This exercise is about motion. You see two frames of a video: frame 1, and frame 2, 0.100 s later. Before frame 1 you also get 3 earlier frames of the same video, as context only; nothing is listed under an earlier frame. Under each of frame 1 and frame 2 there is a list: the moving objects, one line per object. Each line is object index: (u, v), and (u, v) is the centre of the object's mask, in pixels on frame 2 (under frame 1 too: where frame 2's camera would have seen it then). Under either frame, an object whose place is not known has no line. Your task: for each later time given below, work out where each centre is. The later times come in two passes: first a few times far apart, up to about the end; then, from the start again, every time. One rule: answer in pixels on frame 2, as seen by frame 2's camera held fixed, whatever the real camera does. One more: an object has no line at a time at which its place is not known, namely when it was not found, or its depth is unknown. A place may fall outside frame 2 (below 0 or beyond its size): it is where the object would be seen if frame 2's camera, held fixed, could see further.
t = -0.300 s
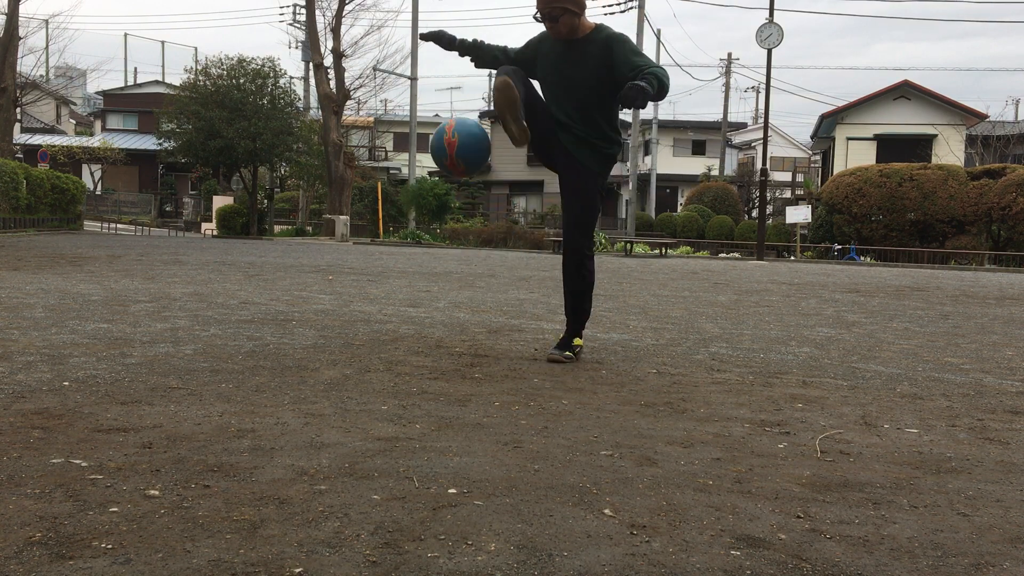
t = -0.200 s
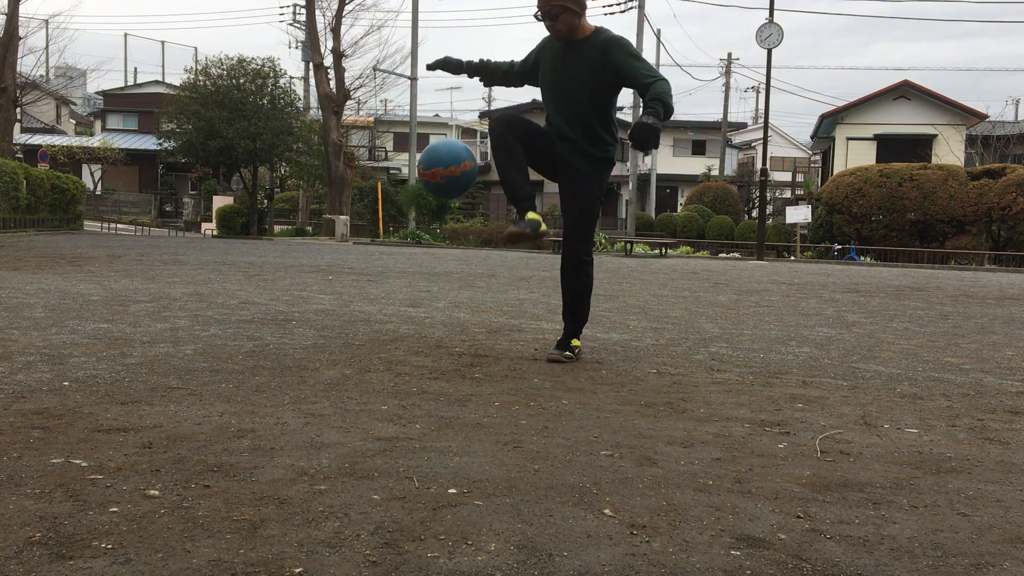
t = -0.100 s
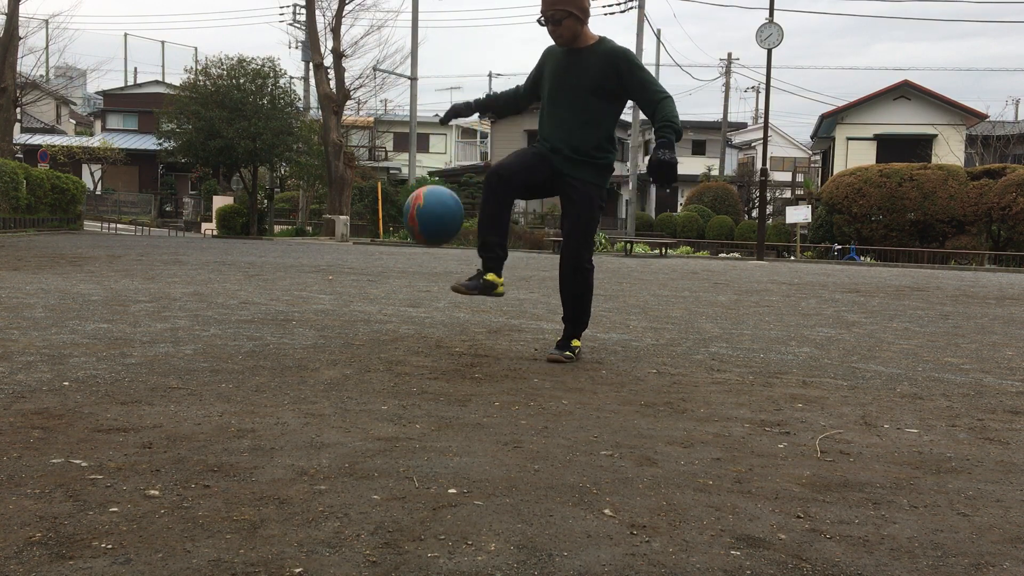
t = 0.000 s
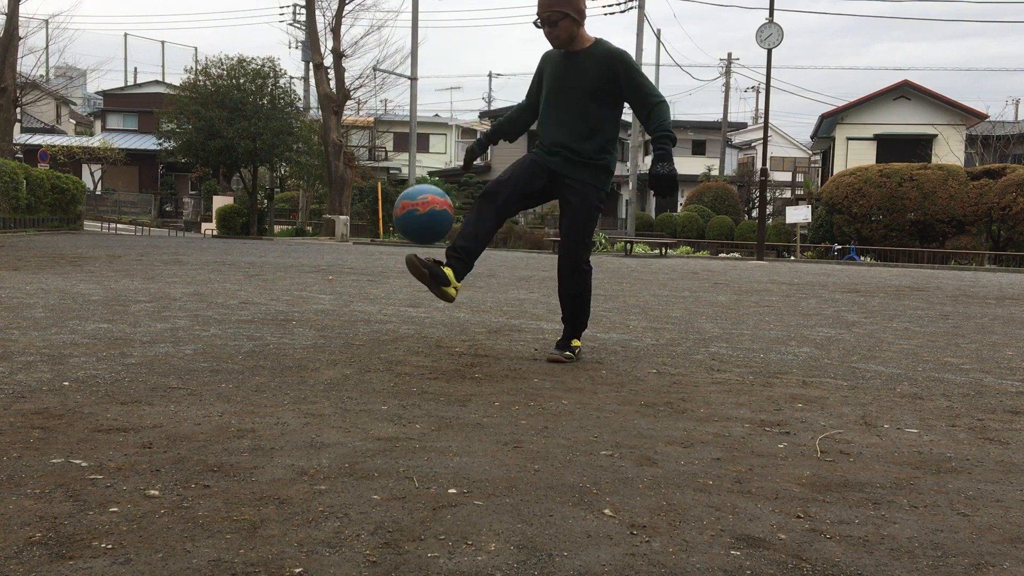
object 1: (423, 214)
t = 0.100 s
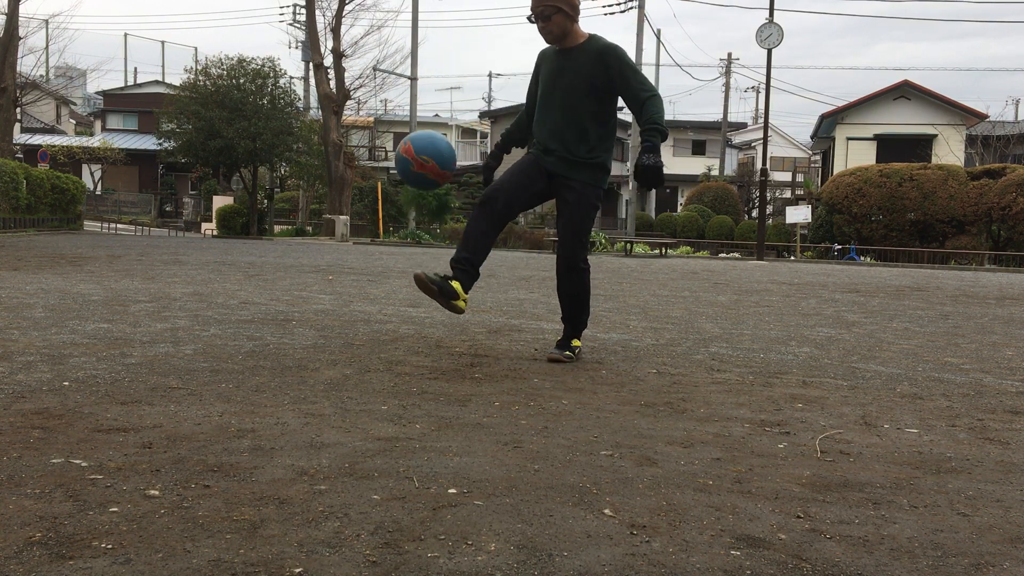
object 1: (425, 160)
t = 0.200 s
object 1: (427, 132)
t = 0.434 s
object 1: (426, 168)
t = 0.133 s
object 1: (426, 148)
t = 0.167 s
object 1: (426, 139)
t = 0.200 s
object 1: (427, 132)
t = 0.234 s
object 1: (427, 128)
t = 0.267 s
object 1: (427, 128)
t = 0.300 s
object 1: (427, 130)
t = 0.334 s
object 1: (427, 135)
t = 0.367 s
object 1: (427, 143)
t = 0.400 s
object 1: (427, 154)
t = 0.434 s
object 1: (426, 168)
